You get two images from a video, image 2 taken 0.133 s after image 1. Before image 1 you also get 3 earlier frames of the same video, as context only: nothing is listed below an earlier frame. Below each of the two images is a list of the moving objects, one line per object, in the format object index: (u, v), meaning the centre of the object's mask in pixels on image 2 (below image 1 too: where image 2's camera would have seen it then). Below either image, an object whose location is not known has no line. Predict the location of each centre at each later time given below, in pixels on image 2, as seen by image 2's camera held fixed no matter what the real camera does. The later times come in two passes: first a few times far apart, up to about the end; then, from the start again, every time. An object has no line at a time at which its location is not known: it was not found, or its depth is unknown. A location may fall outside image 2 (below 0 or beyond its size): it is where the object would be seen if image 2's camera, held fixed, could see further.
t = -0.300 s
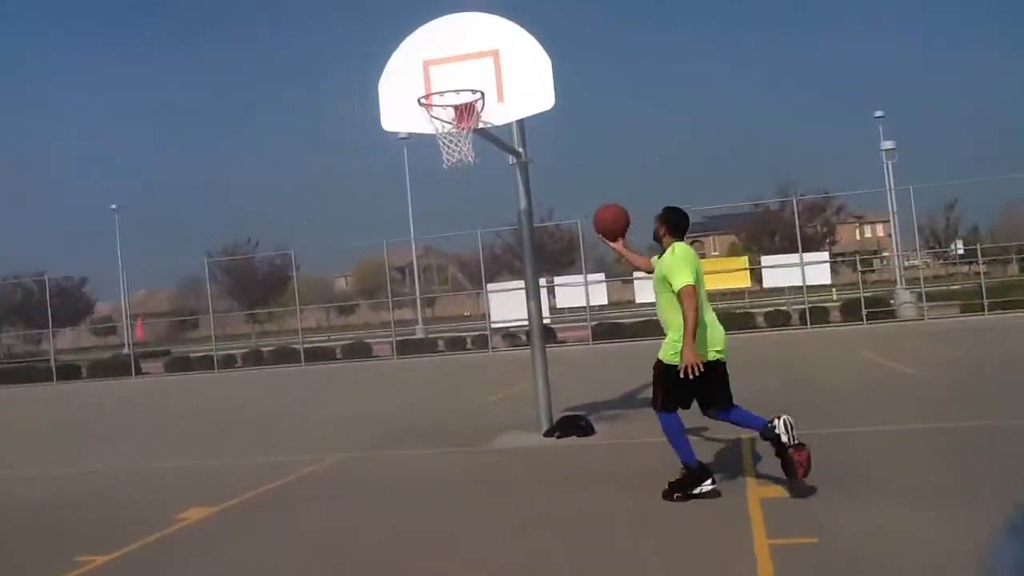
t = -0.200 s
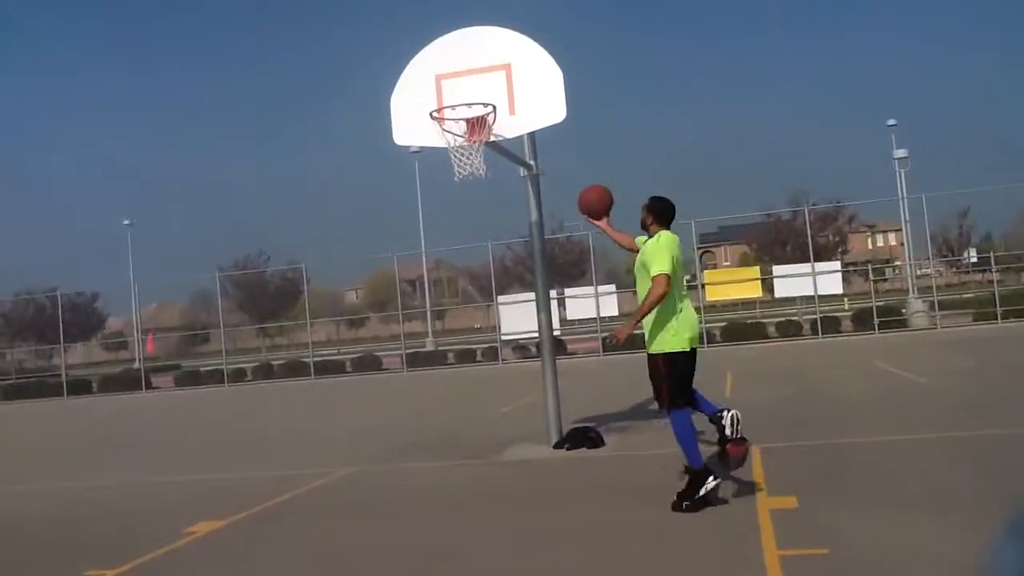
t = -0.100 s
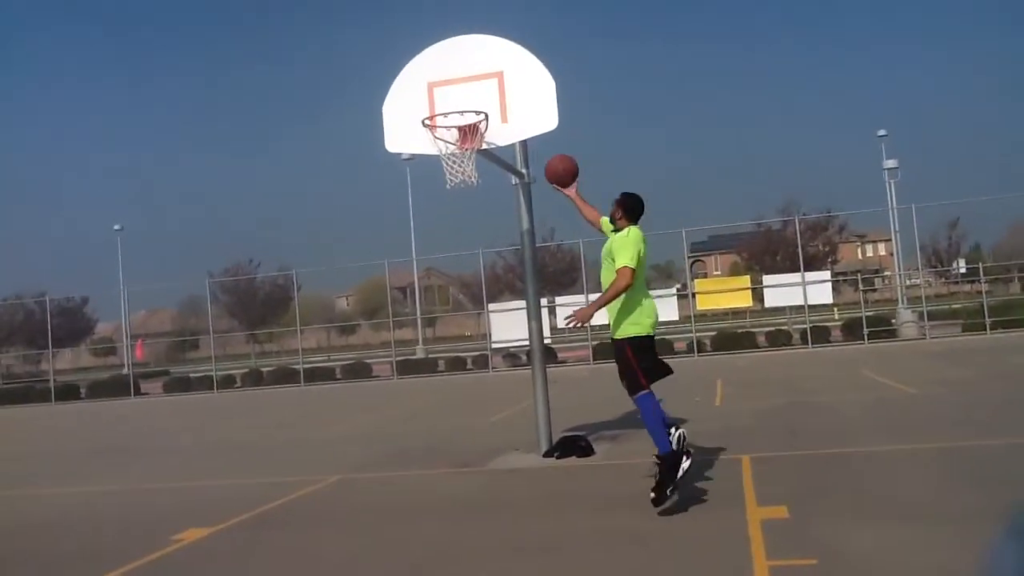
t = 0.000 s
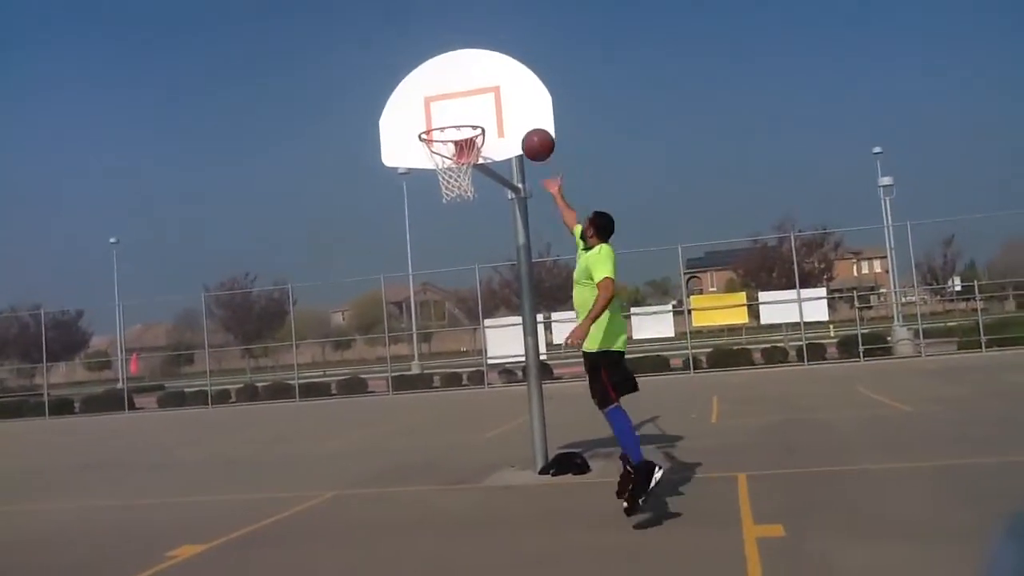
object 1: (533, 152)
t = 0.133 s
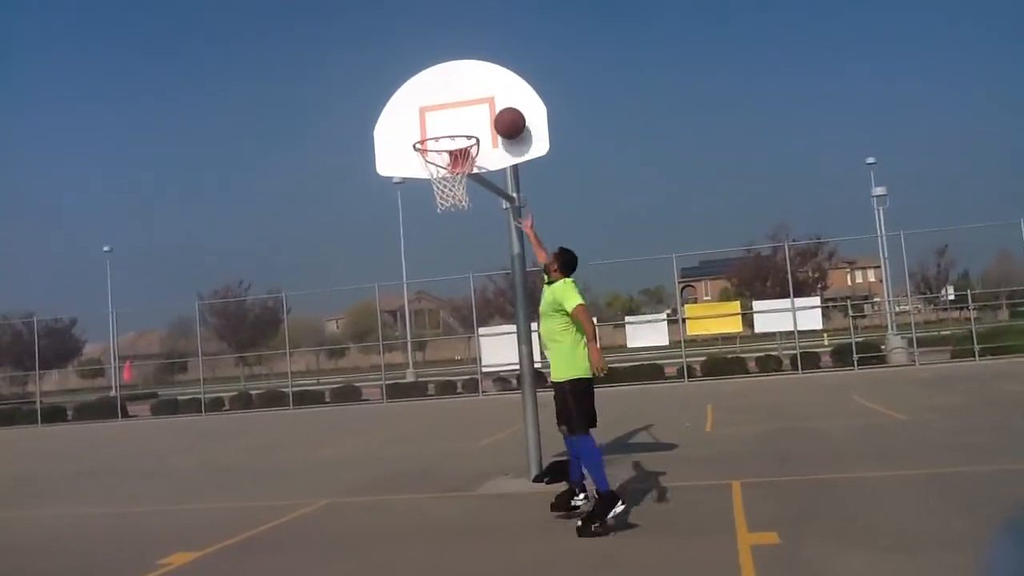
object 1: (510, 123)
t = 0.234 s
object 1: (497, 113)
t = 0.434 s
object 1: (472, 122)
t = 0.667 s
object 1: (446, 137)
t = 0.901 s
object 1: (431, 171)
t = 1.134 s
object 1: (461, 212)
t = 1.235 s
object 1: (472, 235)
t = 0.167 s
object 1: (506, 118)
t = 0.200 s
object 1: (501, 114)
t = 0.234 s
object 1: (497, 113)
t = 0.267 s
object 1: (493, 113)
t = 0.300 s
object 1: (490, 114)
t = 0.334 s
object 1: (485, 116)
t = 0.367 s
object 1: (481, 119)
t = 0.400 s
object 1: (477, 124)
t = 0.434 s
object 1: (472, 122)
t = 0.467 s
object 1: (468, 119)
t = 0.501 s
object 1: (463, 117)
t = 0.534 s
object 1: (459, 118)
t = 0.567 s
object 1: (455, 119)
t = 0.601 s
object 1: (452, 123)
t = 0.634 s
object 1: (449, 129)
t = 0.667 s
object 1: (446, 137)
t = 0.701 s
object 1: (444, 146)
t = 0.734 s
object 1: (438, 154)
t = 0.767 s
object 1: (434, 165)
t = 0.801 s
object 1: (432, 172)
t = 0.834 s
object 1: (432, 175)
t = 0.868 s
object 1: (431, 171)
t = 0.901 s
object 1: (431, 171)
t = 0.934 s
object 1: (434, 173)
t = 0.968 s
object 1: (436, 201)
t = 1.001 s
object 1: (441, 203)
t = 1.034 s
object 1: (446, 205)
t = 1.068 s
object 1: (451, 207)
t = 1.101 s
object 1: (456, 209)
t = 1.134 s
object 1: (461, 212)
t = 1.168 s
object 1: (464, 217)
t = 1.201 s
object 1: (468, 225)
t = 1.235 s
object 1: (472, 235)
